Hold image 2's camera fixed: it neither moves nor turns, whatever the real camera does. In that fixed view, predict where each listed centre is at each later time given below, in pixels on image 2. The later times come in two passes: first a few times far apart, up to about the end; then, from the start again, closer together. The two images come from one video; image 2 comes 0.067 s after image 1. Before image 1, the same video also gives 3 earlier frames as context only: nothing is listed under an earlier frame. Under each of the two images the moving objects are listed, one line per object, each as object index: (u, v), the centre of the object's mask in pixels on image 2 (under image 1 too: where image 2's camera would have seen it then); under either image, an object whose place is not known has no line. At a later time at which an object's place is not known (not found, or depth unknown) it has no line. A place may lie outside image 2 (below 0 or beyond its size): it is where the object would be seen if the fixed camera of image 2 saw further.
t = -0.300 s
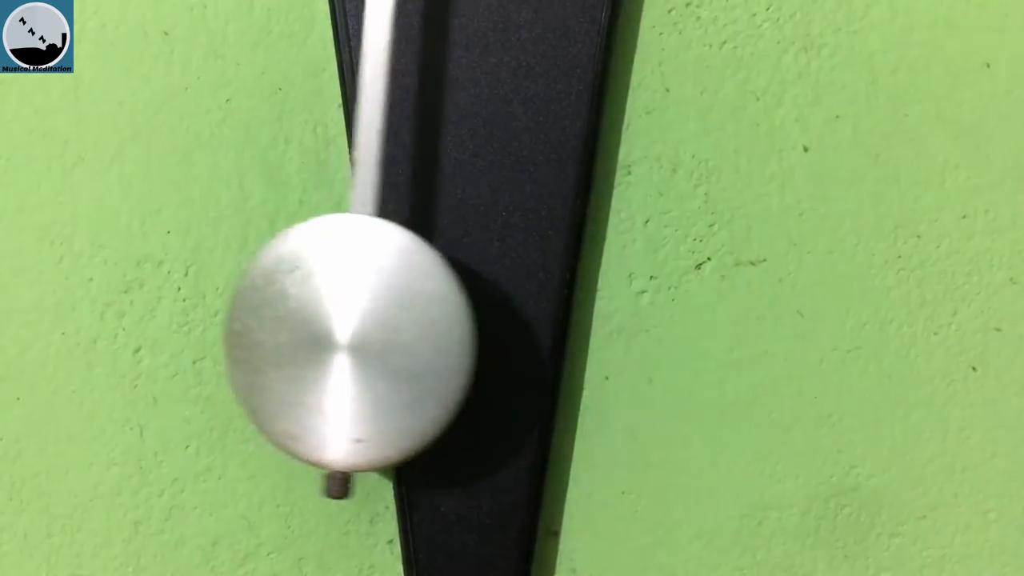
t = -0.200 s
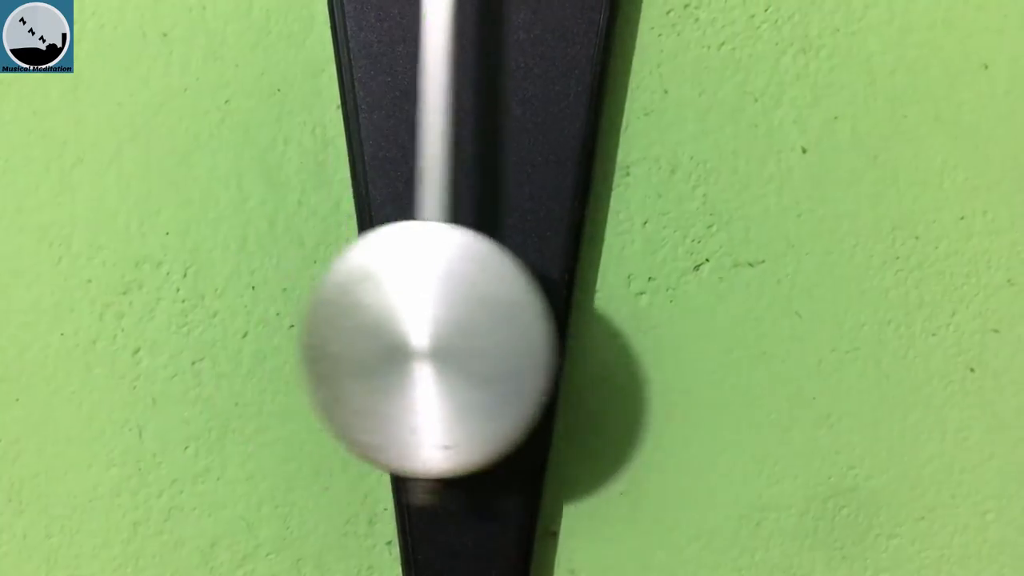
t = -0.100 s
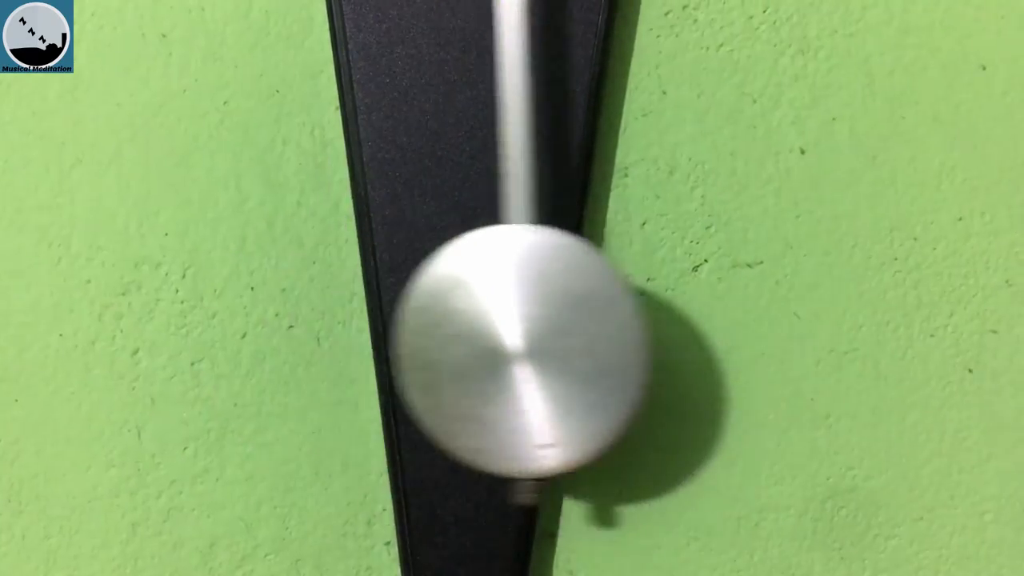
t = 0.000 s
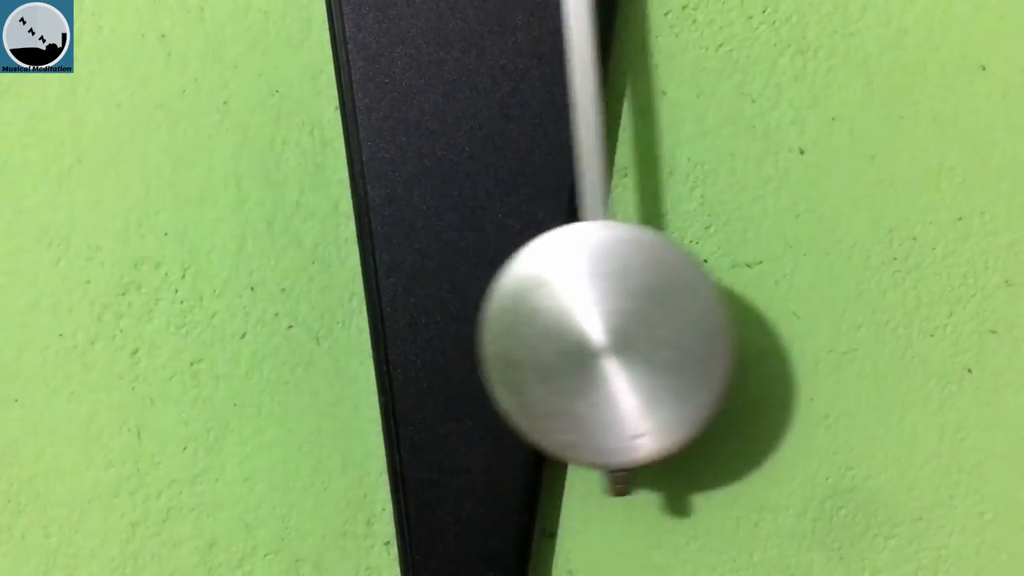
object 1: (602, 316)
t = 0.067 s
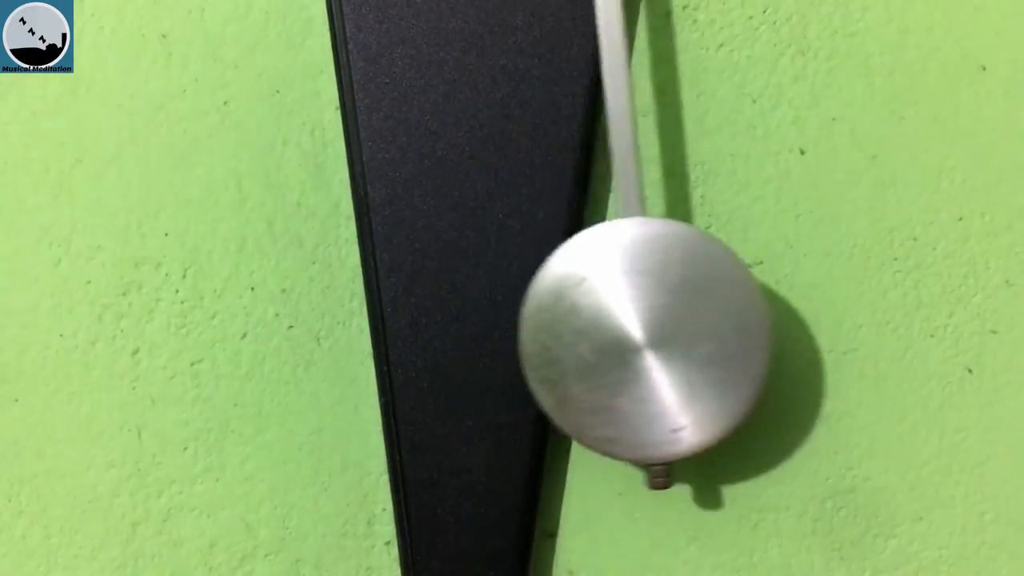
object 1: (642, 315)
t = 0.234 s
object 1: (647, 313)
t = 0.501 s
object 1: (449, 316)
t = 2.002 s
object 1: (333, 320)
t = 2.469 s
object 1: (651, 315)
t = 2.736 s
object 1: (550, 316)
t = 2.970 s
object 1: (360, 317)
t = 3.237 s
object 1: (359, 316)
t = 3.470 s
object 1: (549, 313)
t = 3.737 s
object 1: (650, 315)
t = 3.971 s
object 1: (502, 315)
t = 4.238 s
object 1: (328, 314)
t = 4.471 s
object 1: (400, 317)
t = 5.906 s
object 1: (608, 316)
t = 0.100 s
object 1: (654, 314)
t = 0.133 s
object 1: (660, 313)
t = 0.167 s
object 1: (661, 313)
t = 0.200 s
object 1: (657, 313)
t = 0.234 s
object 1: (647, 313)
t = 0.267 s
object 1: (632, 313)
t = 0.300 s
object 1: (613, 313)
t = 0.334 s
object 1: (590, 313)
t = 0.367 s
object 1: (564, 314)
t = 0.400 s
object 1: (536, 315)
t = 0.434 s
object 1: (506, 317)
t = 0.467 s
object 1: (478, 316)
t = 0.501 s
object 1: (449, 316)
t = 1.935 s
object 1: (320, 319)
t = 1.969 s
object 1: (324, 319)
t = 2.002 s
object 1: (333, 320)
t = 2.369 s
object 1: (607, 317)
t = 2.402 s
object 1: (626, 316)
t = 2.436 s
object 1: (641, 315)
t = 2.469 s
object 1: (651, 315)
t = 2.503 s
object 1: (655, 314)
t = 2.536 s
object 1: (654, 314)
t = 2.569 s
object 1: (647, 314)
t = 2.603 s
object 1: (636, 315)
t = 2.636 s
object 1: (620, 315)
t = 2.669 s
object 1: (600, 315)
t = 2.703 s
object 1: (575, 316)
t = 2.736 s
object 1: (550, 316)
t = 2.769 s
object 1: (521, 317)
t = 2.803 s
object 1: (493, 317)
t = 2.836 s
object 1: (465, 316)
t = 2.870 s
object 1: (436, 316)
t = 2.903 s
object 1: (409, 316)
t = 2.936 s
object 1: (382, 317)
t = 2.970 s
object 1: (360, 317)
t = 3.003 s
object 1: (341, 317)
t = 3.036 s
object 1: (327, 317)
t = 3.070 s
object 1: (318, 317)
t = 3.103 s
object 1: (315, 317)
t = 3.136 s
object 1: (318, 317)
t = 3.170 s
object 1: (327, 317)
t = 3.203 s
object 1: (341, 316)
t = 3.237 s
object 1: (359, 316)
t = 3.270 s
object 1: (382, 317)
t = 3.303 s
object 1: (408, 316)
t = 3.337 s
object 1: (436, 313)
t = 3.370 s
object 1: (465, 313)
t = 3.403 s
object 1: (493, 315)
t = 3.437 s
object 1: (521, 314)
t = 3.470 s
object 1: (549, 313)
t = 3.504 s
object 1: (575, 313)
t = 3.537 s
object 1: (599, 313)
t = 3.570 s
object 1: (619, 313)
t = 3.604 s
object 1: (635, 313)
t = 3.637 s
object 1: (647, 314)
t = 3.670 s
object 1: (653, 314)
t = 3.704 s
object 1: (654, 314)
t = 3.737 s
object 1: (650, 315)
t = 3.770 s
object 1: (640, 315)
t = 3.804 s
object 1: (625, 315)
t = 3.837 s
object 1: (607, 315)
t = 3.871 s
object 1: (584, 316)
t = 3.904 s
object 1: (559, 316)
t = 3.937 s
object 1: (531, 316)
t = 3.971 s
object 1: (502, 315)
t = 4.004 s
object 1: (476, 314)
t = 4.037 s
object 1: (448, 314)
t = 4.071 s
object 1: (421, 314)
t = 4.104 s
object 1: (395, 313)
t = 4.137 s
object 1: (372, 313)
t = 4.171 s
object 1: (353, 313)
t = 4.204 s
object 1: (338, 313)
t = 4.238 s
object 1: (328, 314)
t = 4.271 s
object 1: (323, 314)
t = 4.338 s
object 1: (329, 315)
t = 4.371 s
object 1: (340, 315)
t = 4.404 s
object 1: (356, 316)
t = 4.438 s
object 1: (376, 316)
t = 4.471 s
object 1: (400, 317)
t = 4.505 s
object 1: (427, 317)
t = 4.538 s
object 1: (454, 317)
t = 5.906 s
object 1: (608, 316)
